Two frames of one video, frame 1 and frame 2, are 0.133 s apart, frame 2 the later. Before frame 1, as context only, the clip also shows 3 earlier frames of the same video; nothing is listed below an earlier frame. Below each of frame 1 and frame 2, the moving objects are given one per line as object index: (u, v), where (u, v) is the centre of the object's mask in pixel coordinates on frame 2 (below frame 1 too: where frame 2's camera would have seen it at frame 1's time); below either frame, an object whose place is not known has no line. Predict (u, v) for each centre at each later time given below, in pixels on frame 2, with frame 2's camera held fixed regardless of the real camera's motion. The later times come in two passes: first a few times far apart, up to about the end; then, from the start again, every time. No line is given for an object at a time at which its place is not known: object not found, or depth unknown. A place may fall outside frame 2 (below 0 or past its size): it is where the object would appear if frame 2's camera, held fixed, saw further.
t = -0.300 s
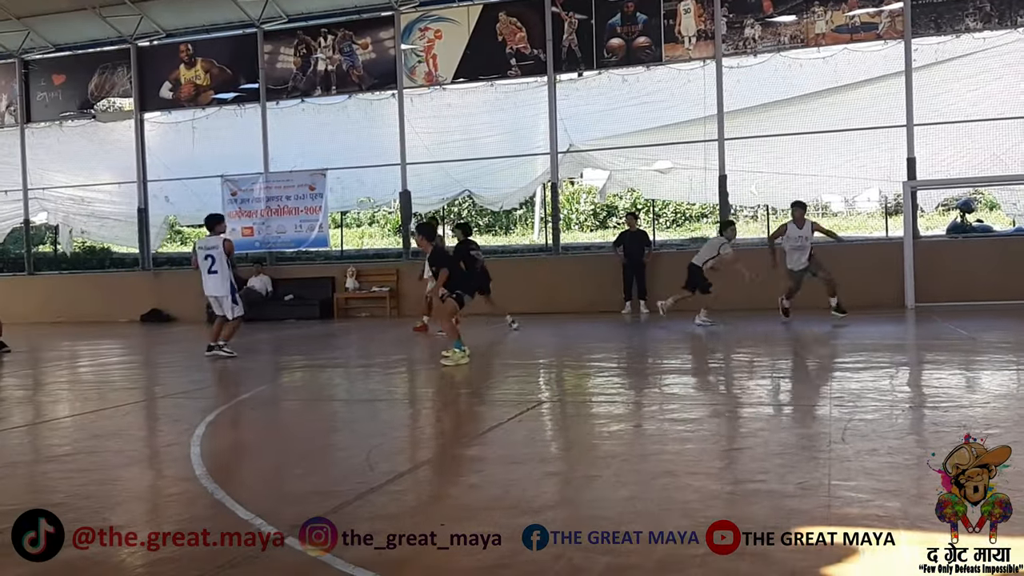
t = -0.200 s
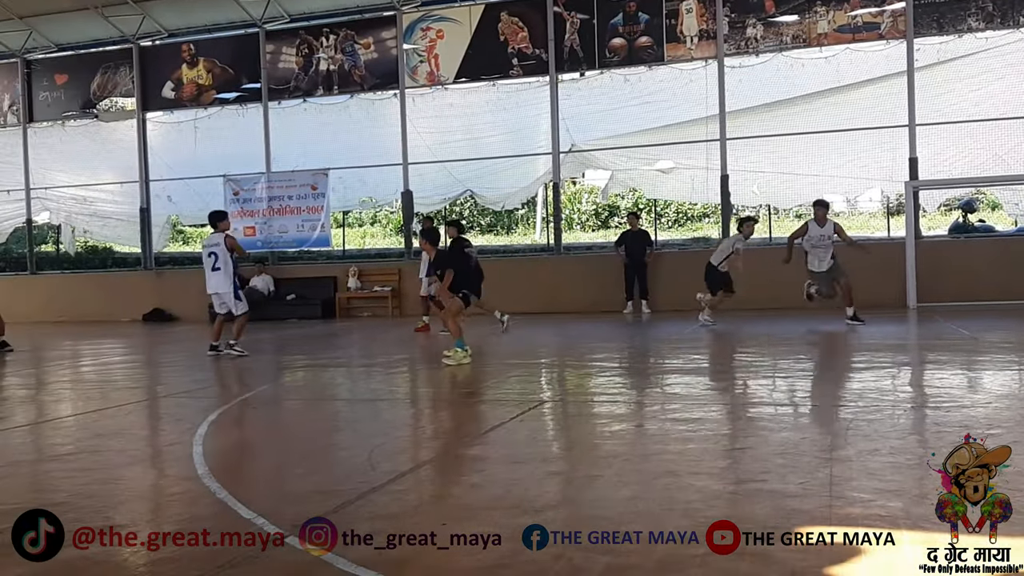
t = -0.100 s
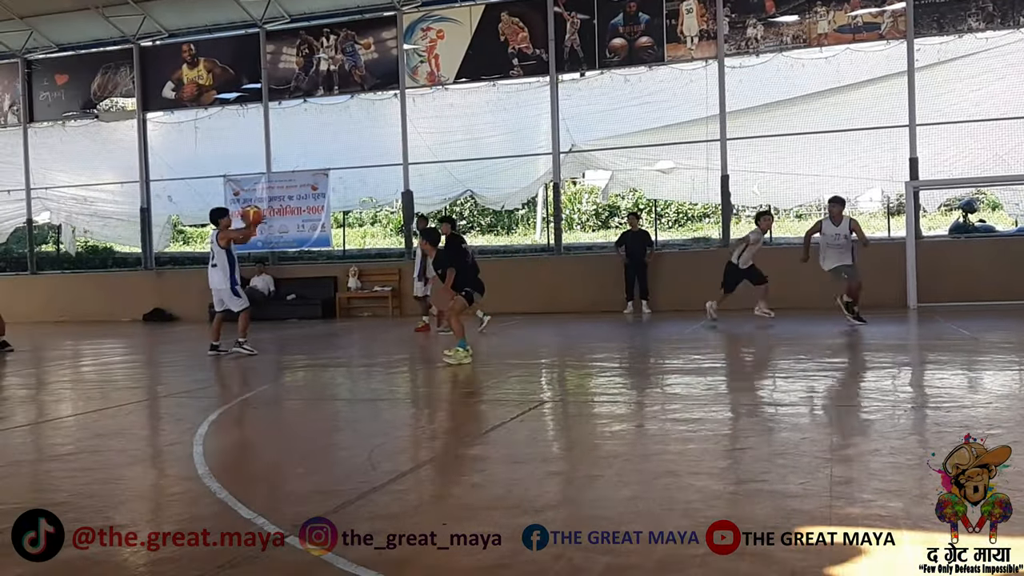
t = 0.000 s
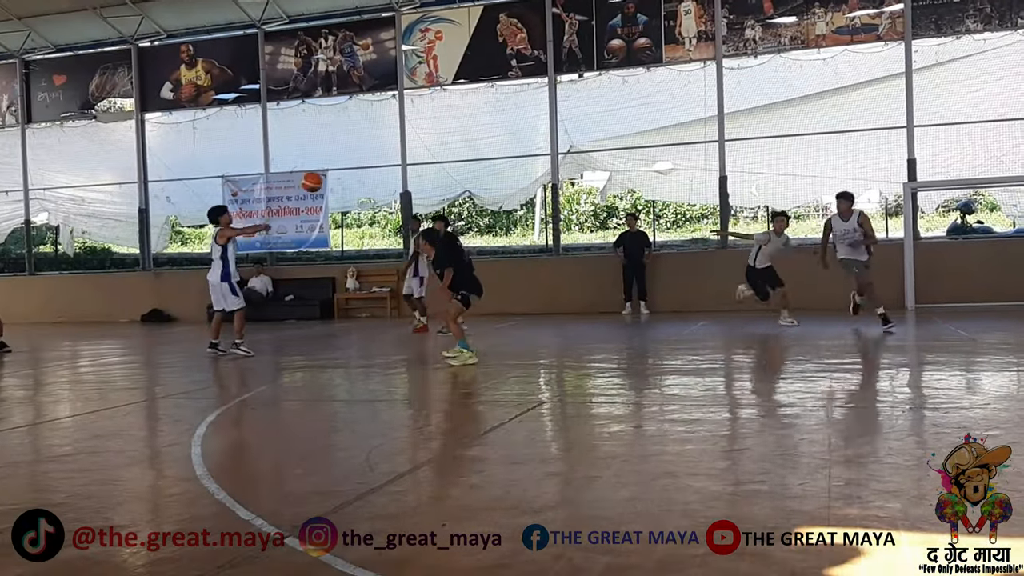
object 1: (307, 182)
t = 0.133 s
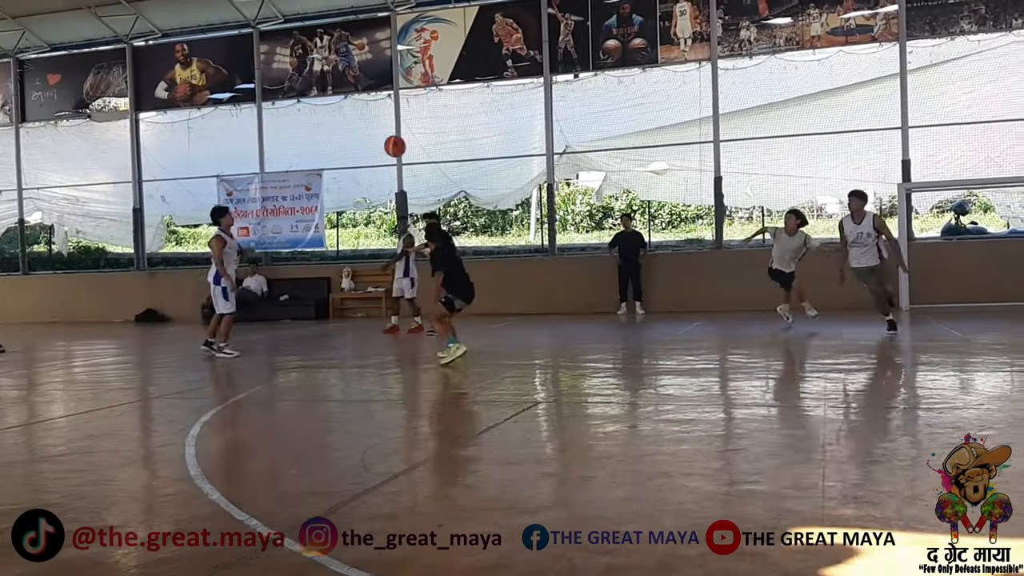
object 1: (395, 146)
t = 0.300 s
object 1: (510, 122)
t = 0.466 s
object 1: (633, 123)
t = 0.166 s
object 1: (417, 139)
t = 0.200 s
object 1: (440, 134)
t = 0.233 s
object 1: (463, 129)
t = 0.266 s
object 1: (486, 125)
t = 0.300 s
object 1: (510, 122)
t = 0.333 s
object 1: (534, 120)
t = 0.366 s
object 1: (559, 119)
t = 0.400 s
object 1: (583, 119)
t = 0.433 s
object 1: (608, 121)
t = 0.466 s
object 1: (633, 123)
